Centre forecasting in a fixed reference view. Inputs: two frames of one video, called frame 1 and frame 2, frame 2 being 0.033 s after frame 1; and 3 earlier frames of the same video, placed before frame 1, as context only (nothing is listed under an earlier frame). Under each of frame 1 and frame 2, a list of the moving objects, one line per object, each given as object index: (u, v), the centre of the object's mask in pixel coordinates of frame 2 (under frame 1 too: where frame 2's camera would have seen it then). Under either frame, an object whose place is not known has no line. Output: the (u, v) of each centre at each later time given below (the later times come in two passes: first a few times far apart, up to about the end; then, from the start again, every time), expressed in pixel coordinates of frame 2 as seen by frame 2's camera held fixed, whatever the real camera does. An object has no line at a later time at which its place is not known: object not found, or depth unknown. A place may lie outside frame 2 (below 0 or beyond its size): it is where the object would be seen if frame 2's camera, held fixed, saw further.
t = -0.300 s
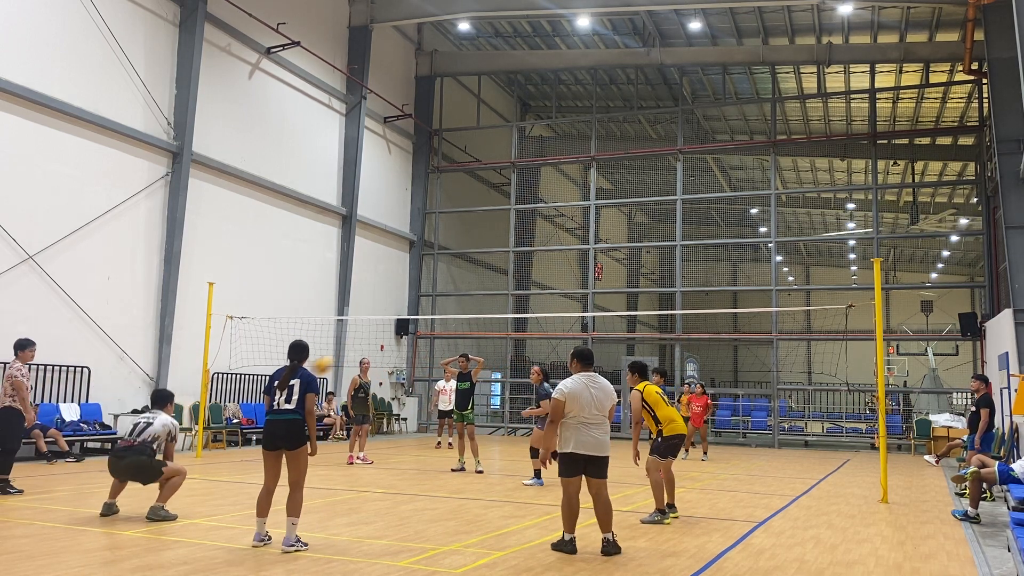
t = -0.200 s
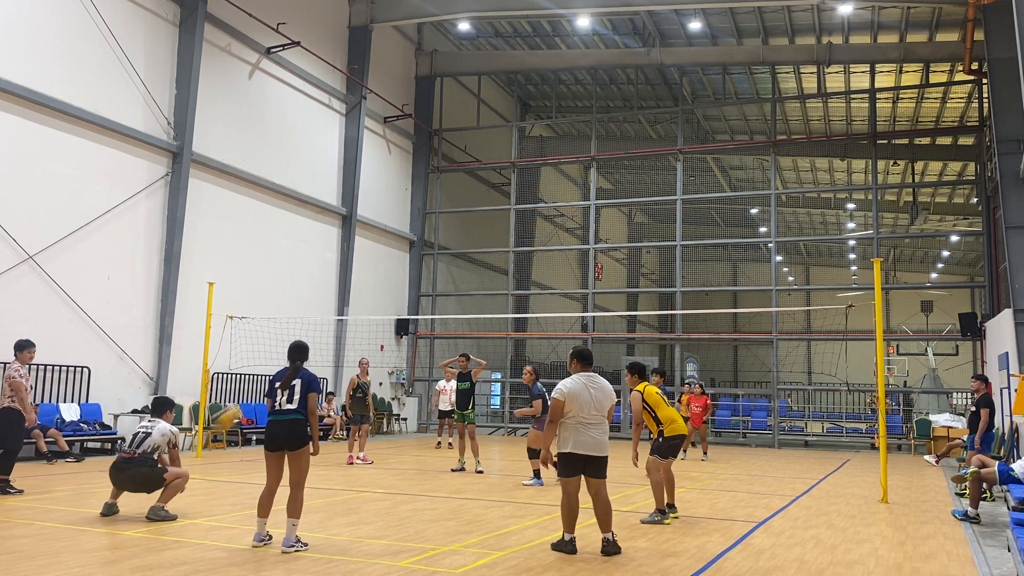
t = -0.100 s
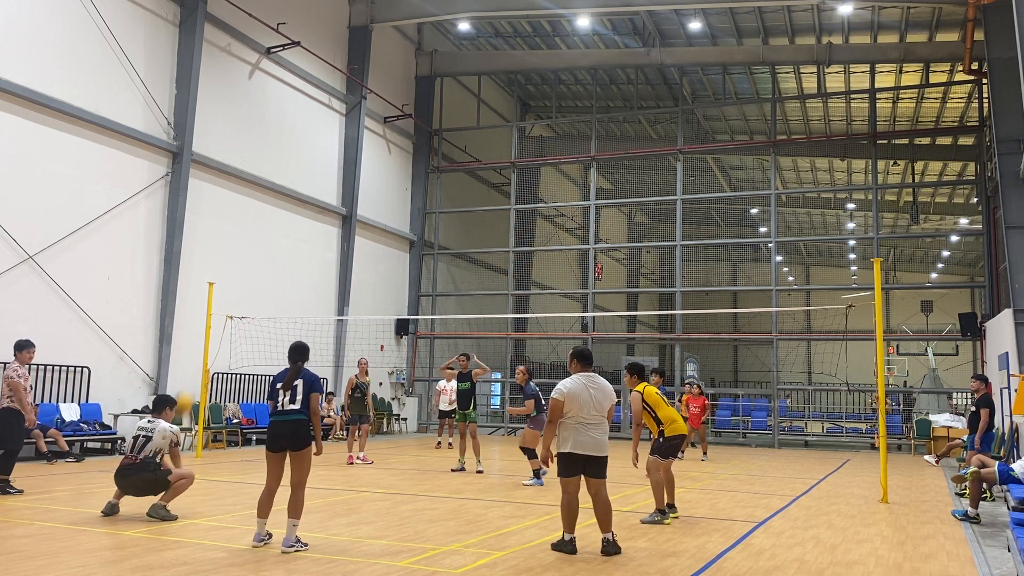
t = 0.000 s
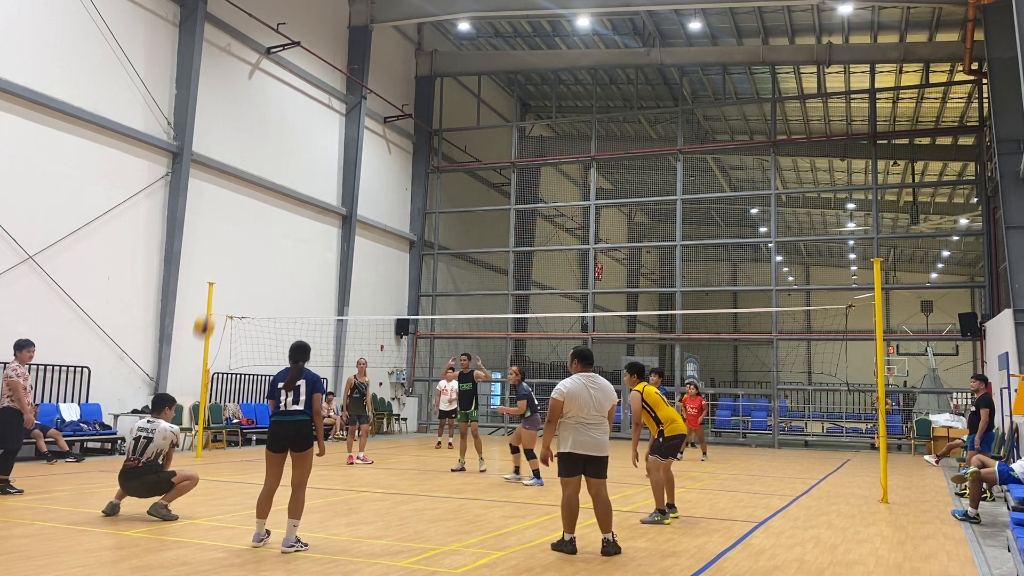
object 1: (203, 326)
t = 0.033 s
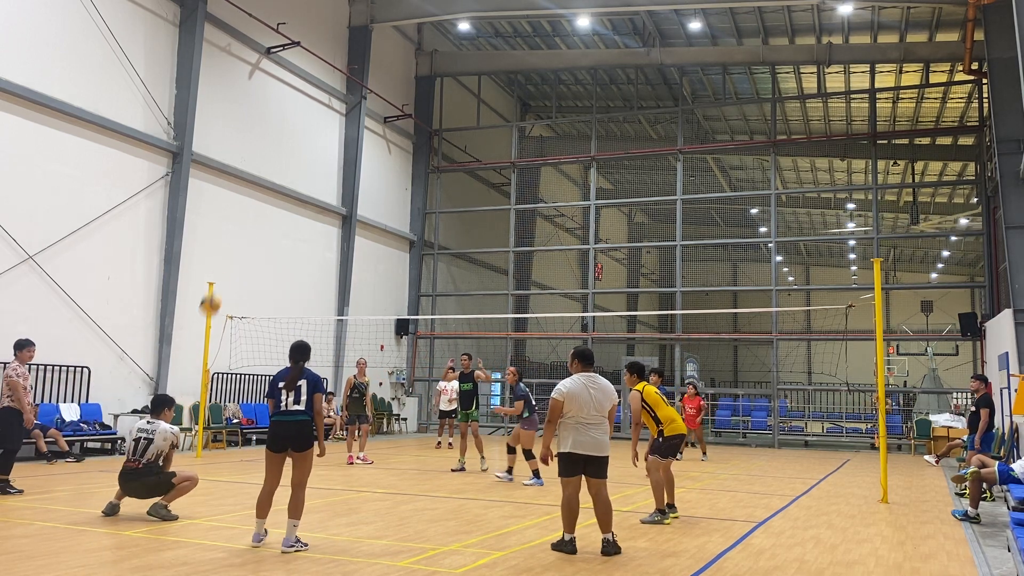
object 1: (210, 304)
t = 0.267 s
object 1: (246, 192)
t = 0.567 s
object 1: (276, 135)
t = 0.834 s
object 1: (294, 144)
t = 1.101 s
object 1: (306, 195)
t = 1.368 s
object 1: (317, 282)
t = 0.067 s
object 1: (216, 283)
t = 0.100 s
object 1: (222, 264)
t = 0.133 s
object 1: (227, 247)
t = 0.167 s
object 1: (233, 232)
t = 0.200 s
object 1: (237, 217)
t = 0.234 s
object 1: (242, 204)
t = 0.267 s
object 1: (246, 192)
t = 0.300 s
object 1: (249, 181)
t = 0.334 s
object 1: (254, 173)
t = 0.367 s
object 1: (258, 164)
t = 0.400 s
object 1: (261, 157)
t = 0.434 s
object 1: (264, 151)
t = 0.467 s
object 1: (267, 146)
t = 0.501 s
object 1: (270, 141)
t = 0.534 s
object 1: (273, 138)
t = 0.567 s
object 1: (276, 135)
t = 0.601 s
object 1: (278, 134)
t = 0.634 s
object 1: (281, 133)
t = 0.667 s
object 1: (283, 133)
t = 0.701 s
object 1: (285, 134)
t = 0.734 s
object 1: (287, 135)
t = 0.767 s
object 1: (290, 137)
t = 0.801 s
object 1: (292, 140)
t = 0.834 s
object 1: (294, 144)
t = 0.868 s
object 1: (295, 148)
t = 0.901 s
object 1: (297, 153)
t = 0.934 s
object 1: (299, 158)
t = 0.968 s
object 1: (301, 164)
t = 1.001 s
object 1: (302, 171)
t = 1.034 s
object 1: (304, 178)
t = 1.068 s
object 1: (305, 186)
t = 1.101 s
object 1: (306, 195)
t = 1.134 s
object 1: (308, 204)
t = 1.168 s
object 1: (310, 213)
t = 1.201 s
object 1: (310, 224)
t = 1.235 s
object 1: (312, 235)
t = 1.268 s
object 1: (313, 246)
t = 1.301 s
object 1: (314, 258)
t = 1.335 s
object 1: (315, 269)
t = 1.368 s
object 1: (317, 282)
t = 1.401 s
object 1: (318, 296)
